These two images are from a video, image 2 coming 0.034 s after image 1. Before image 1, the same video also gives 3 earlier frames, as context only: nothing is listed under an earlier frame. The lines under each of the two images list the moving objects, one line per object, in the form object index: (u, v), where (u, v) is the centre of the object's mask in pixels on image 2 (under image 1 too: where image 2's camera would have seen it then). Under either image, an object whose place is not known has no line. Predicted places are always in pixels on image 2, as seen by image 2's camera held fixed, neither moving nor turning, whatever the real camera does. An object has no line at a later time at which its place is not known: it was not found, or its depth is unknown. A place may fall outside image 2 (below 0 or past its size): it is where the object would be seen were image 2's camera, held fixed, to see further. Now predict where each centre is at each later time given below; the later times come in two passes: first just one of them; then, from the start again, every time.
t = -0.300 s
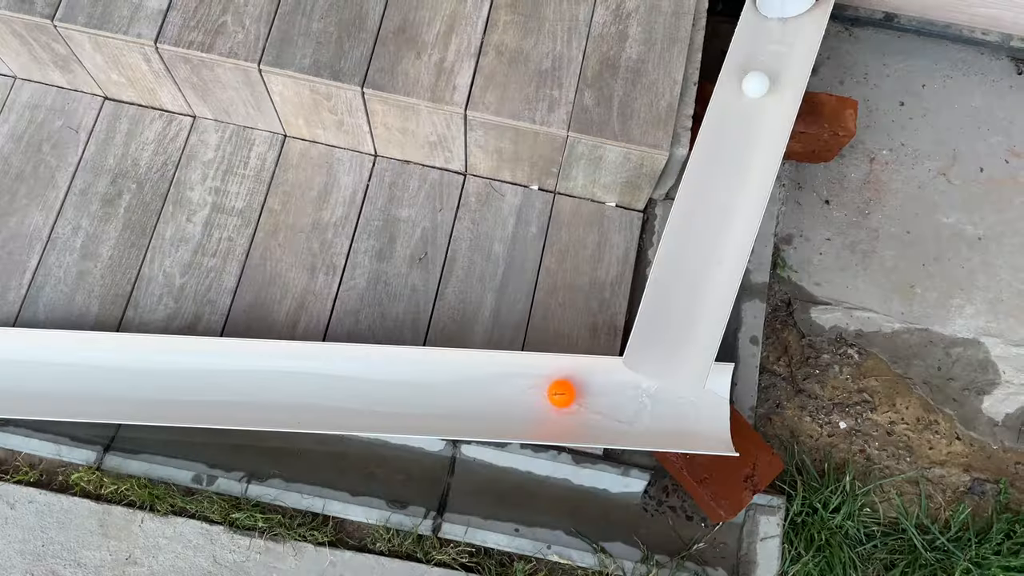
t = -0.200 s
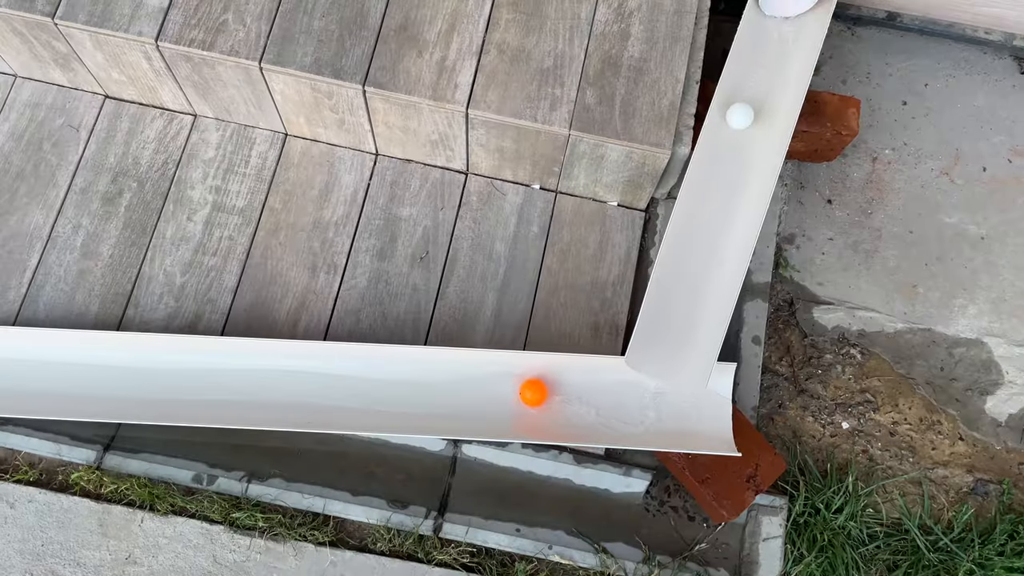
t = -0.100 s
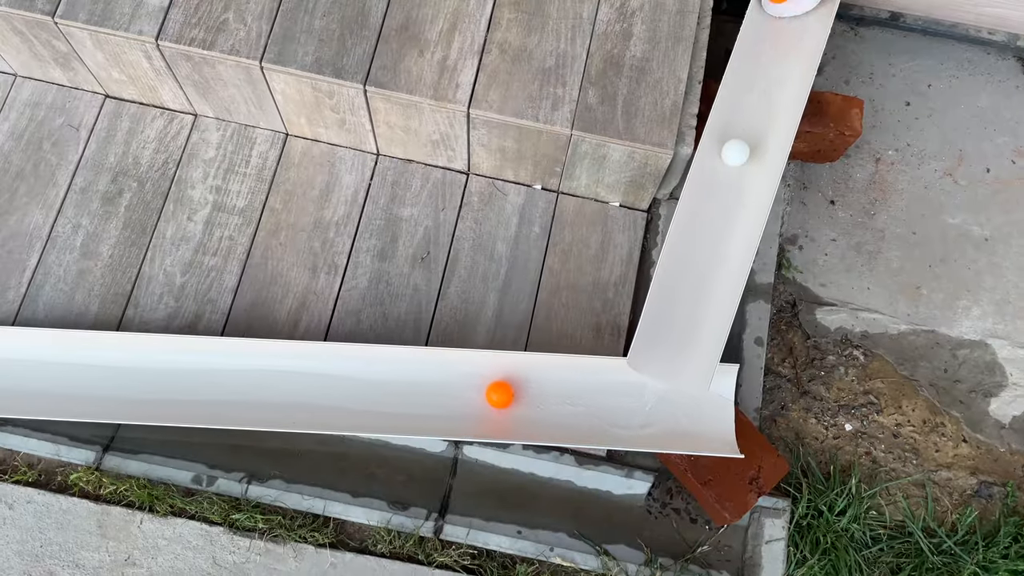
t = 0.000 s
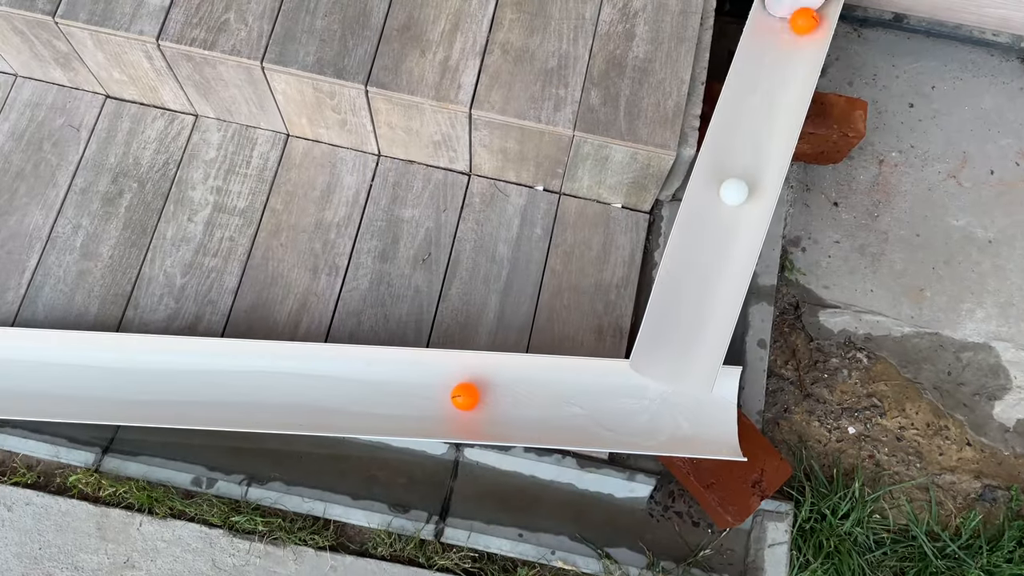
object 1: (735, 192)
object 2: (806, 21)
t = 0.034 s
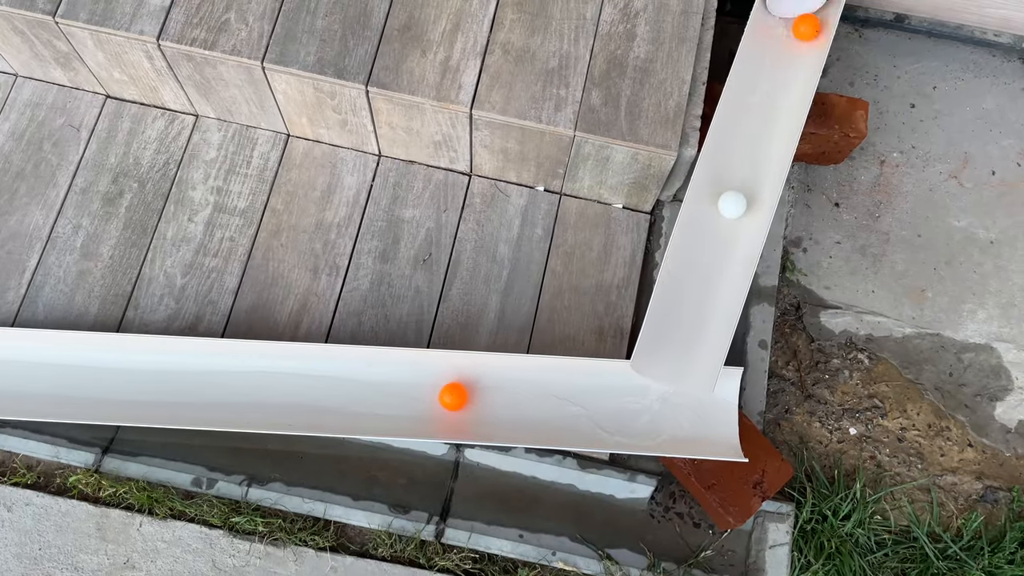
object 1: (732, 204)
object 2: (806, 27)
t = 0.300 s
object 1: (687, 295)
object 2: (759, 86)
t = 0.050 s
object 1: (730, 211)
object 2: (806, 31)
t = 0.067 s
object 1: (728, 216)
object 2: (805, 35)
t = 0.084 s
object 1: (726, 222)
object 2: (803, 38)
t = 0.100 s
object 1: (724, 227)
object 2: (800, 42)
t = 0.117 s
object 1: (721, 233)
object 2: (796, 46)
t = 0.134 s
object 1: (718, 238)
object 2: (792, 49)
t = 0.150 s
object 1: (715, 244)
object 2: (789, 53)
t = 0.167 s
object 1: (712, 249)
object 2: (785, 57)
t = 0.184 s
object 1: (708, 255)
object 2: (782, 60)
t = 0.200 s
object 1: (705, 260)
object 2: (778, 63)
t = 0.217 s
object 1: (702, 266)
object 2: (774, 67)
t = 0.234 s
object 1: (699, 272)
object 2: (771, 70)
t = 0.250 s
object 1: (695, 278)
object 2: (767, 74)
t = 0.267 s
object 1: (692, 283)
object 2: (765, 78)
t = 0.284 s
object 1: (690, 289)
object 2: (762, 82)
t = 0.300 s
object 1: (687, 295)
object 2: (759, 86)
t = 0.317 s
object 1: (685, 301)
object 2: (757, 90)
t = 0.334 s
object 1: (682, 308)
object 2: (754, 94)
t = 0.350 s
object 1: (680, 314)
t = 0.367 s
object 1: (678, 321)
